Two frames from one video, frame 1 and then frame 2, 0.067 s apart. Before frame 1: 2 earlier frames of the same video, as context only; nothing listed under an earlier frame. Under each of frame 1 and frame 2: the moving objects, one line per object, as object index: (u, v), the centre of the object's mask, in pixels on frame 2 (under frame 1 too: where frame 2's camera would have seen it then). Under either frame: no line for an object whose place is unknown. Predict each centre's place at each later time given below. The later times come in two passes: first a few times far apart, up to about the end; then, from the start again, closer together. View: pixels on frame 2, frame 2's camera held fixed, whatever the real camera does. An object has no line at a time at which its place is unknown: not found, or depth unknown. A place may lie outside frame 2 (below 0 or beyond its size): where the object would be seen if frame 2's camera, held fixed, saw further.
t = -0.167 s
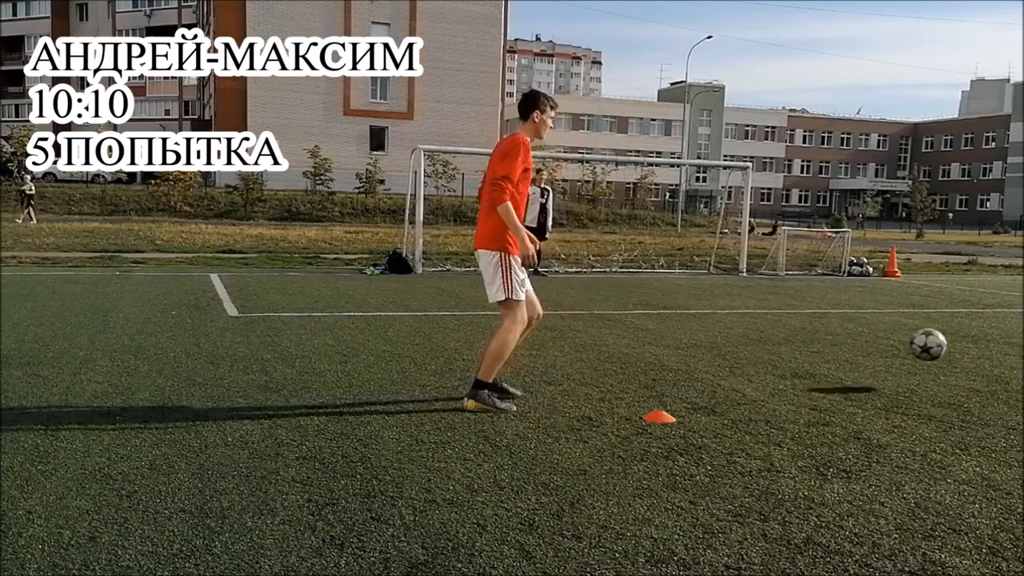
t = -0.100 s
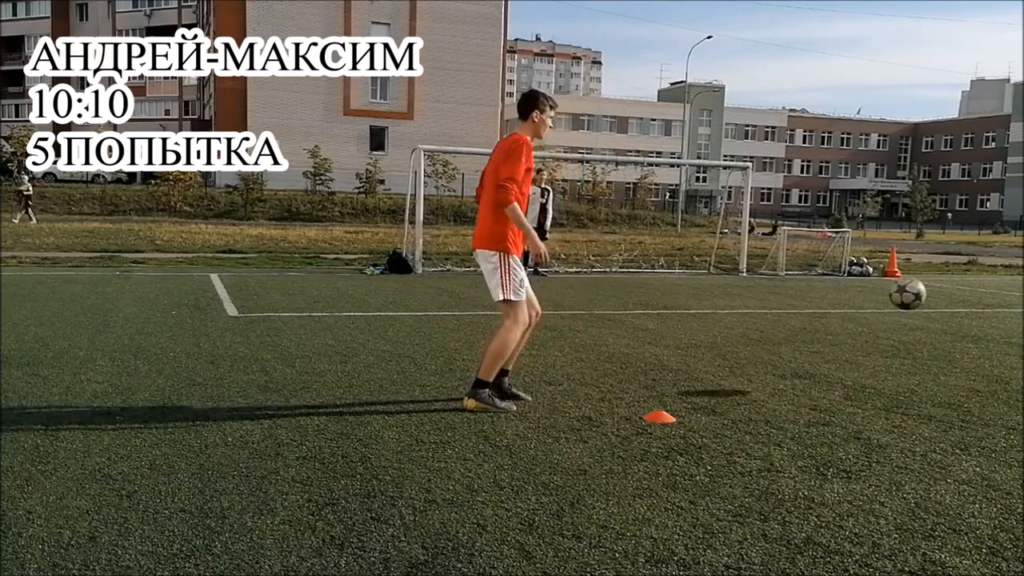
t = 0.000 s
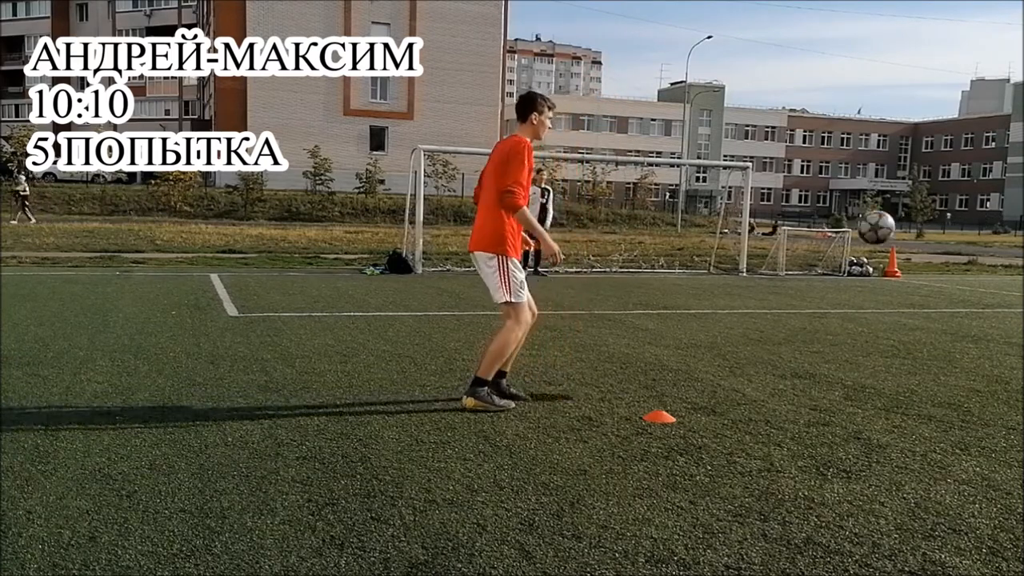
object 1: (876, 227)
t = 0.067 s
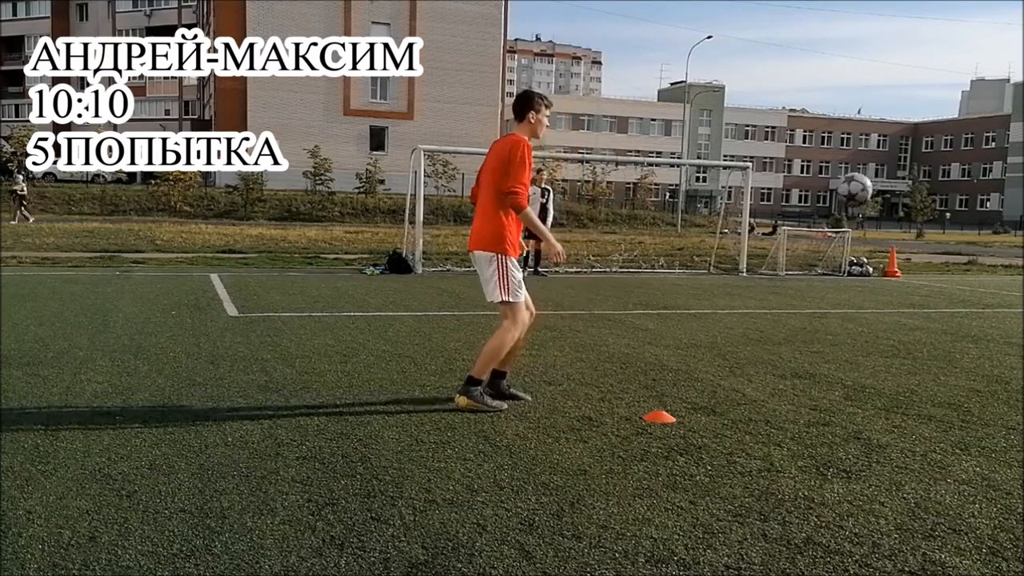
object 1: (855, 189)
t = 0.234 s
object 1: (793, 126)
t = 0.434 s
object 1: (709, 107)
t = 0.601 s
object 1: (634, 144)
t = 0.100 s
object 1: (842, 173)
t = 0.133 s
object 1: (830, 159)
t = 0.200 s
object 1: (805, 135)
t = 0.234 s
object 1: (793, 126)
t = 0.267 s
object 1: (779, 118)
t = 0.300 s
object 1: (765, 111)
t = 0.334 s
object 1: (751, 107)
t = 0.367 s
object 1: (737, 105)
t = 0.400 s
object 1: (723, 105)
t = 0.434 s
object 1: (709, 107)
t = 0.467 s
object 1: (695, 109)
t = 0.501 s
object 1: (680, 114)
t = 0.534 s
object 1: (666, 123)
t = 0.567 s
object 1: (650, 133)
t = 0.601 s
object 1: (634, 144)
